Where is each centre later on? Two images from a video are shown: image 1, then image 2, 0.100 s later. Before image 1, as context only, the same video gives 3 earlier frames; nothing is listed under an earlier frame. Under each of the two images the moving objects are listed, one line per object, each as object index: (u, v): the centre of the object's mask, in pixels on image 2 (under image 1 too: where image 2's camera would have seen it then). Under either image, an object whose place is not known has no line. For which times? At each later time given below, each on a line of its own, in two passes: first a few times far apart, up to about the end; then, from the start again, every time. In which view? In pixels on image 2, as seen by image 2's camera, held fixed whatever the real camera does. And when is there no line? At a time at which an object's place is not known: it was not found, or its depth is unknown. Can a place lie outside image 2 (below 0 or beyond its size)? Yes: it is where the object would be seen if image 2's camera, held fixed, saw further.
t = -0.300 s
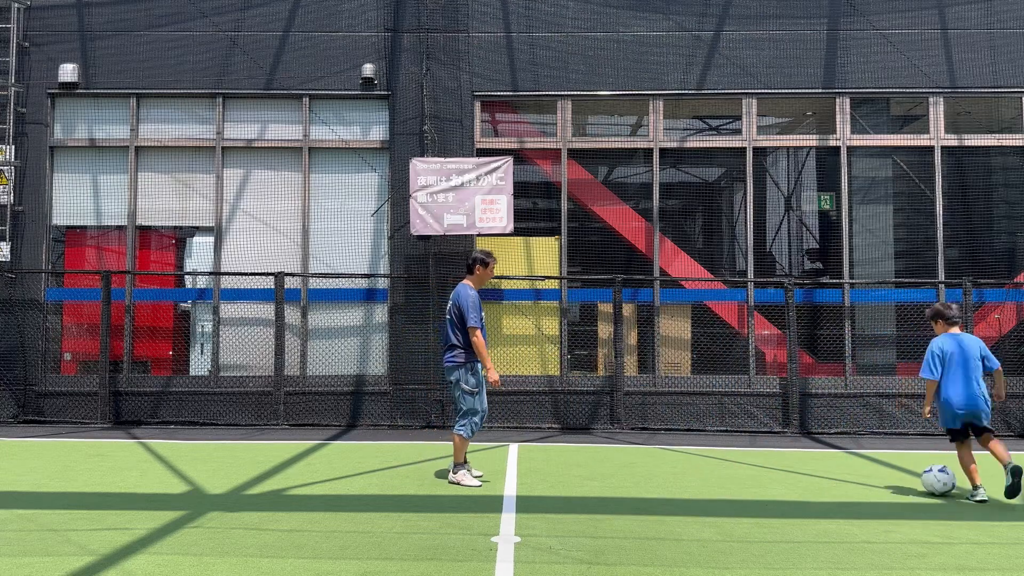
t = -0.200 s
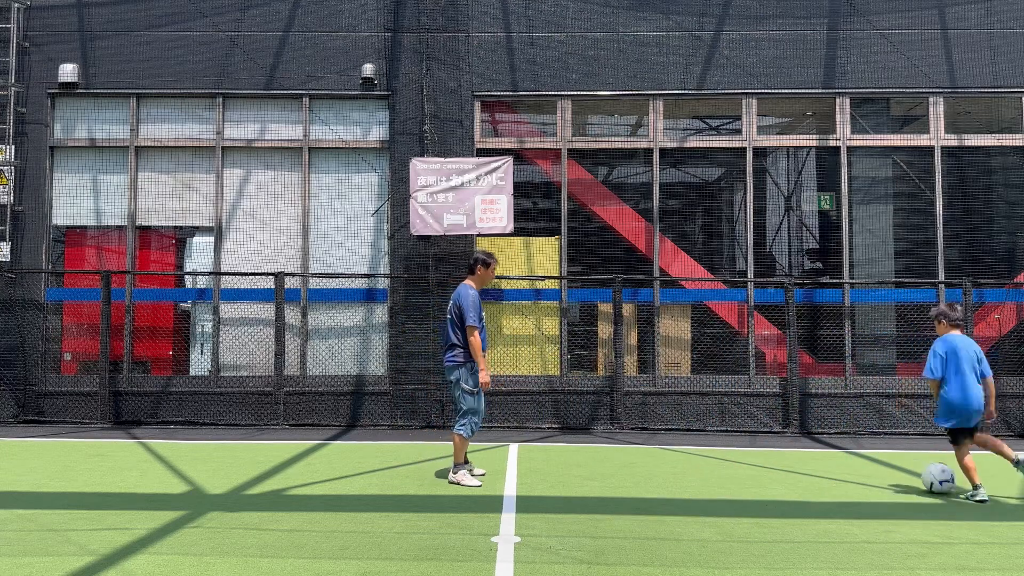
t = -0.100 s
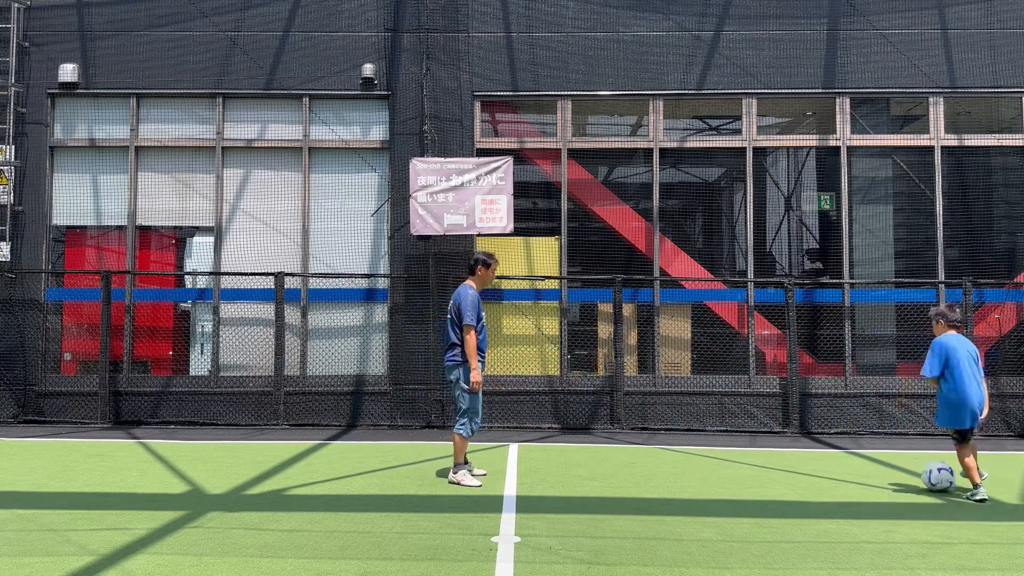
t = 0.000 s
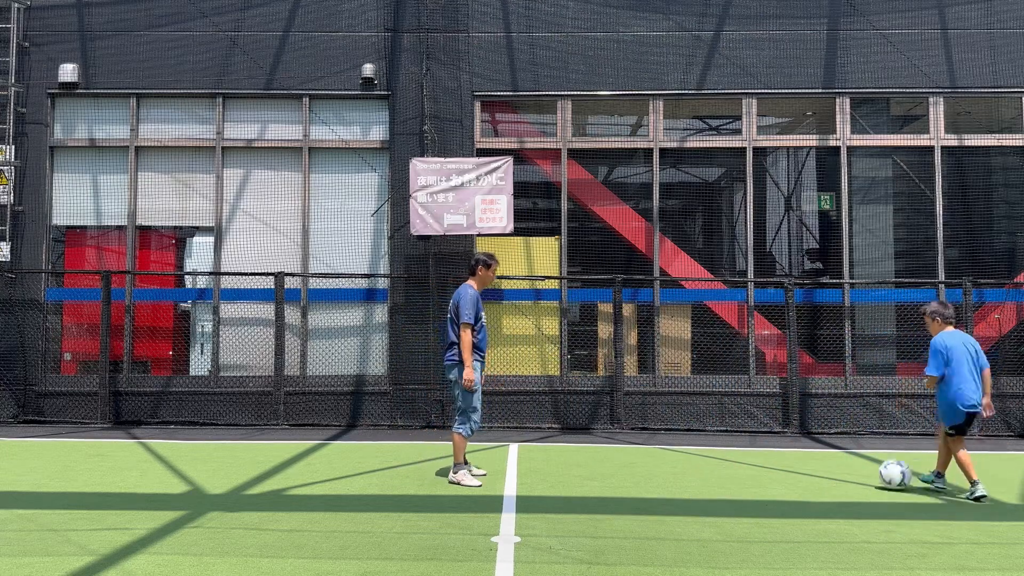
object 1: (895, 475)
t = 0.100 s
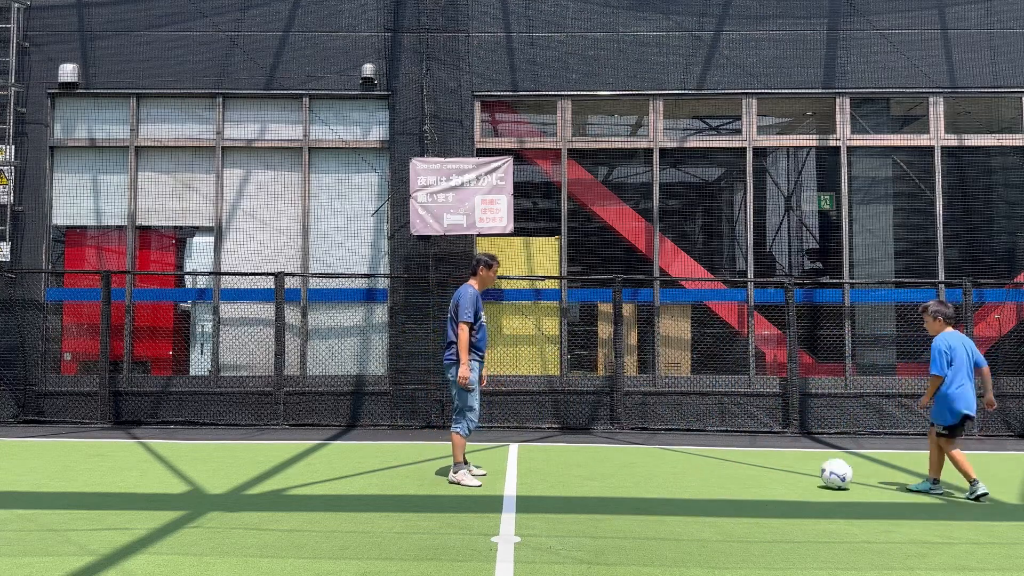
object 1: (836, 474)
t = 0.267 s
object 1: (757, 470)
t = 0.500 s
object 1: (663, 468)
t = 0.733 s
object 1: (575, 467)
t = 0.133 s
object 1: (819, 473)
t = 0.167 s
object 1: (802, 472)
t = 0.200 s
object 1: (785, 473)
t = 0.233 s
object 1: (770, 471)
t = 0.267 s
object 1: (757, 470)
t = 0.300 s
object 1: (743, 469)
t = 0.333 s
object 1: (729, 470)
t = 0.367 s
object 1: (715, 470)
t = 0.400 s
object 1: (702, 469)
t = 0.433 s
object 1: (689, 469)
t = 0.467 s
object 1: (676, 469)
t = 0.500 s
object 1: (663, 468)
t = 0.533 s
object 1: (650, 468)
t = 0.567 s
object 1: (638, 468)
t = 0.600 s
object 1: (625, 468)
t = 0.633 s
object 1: (612, 467)
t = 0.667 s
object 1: (600, 467)
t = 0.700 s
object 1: (587, 467)
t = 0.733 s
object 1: (575, 467)
